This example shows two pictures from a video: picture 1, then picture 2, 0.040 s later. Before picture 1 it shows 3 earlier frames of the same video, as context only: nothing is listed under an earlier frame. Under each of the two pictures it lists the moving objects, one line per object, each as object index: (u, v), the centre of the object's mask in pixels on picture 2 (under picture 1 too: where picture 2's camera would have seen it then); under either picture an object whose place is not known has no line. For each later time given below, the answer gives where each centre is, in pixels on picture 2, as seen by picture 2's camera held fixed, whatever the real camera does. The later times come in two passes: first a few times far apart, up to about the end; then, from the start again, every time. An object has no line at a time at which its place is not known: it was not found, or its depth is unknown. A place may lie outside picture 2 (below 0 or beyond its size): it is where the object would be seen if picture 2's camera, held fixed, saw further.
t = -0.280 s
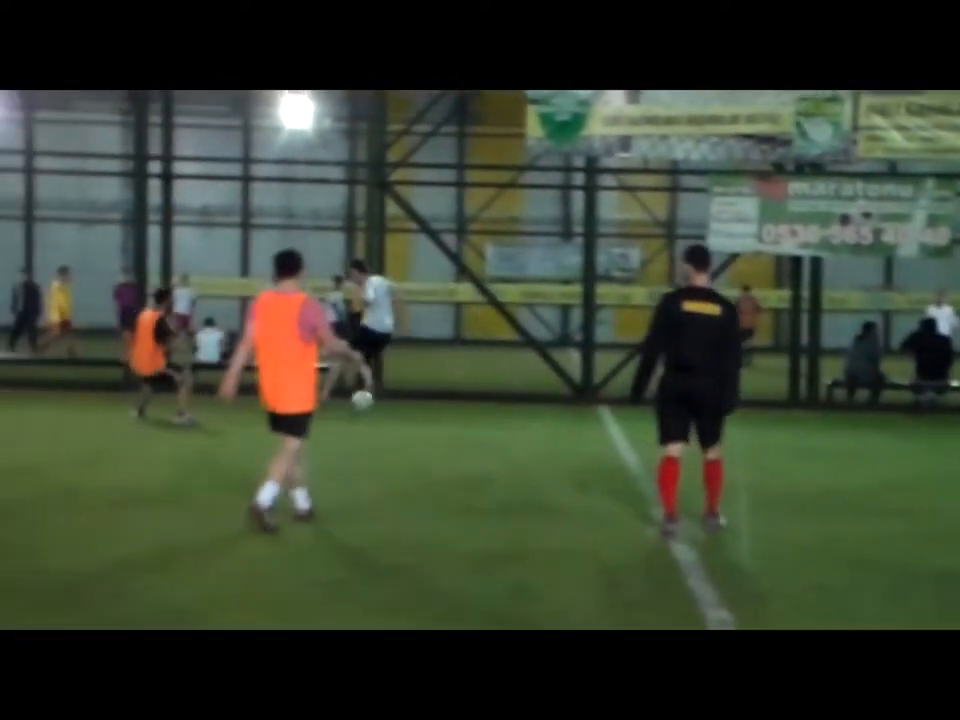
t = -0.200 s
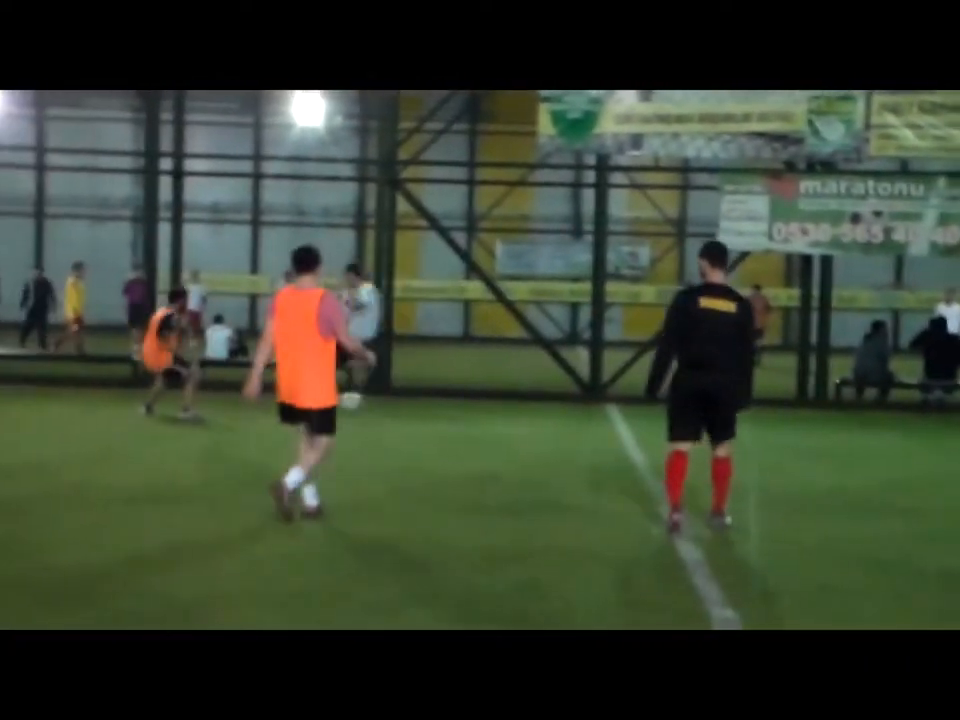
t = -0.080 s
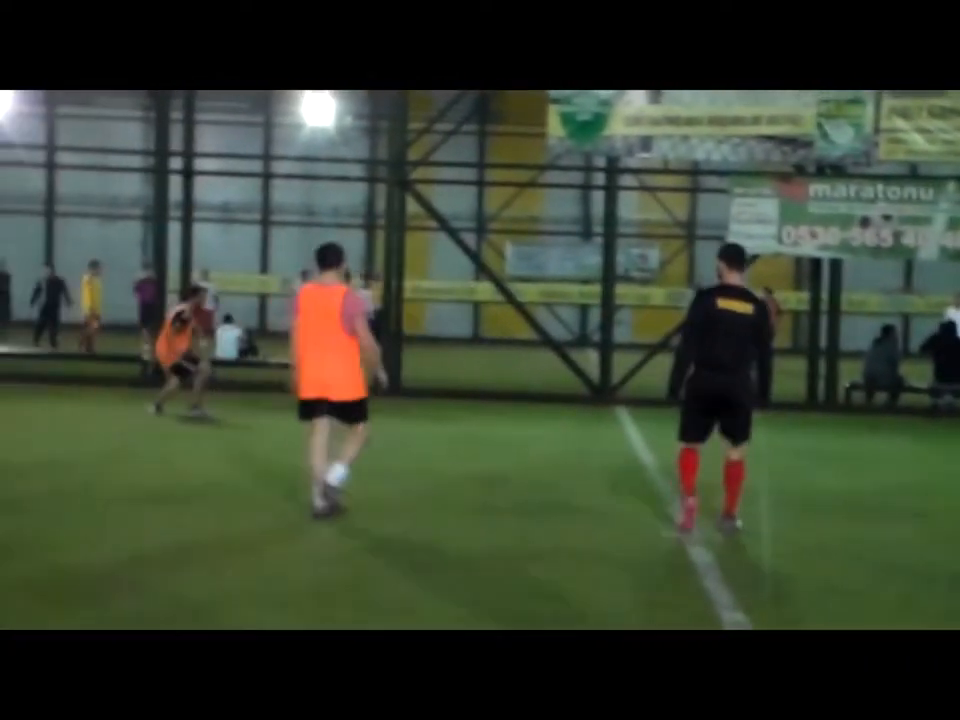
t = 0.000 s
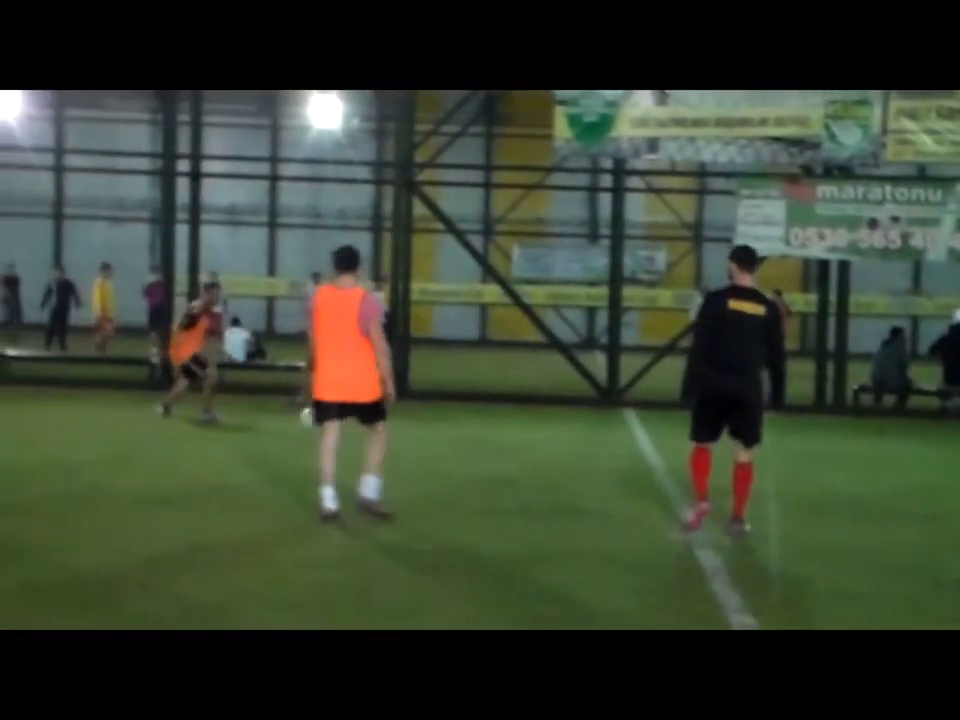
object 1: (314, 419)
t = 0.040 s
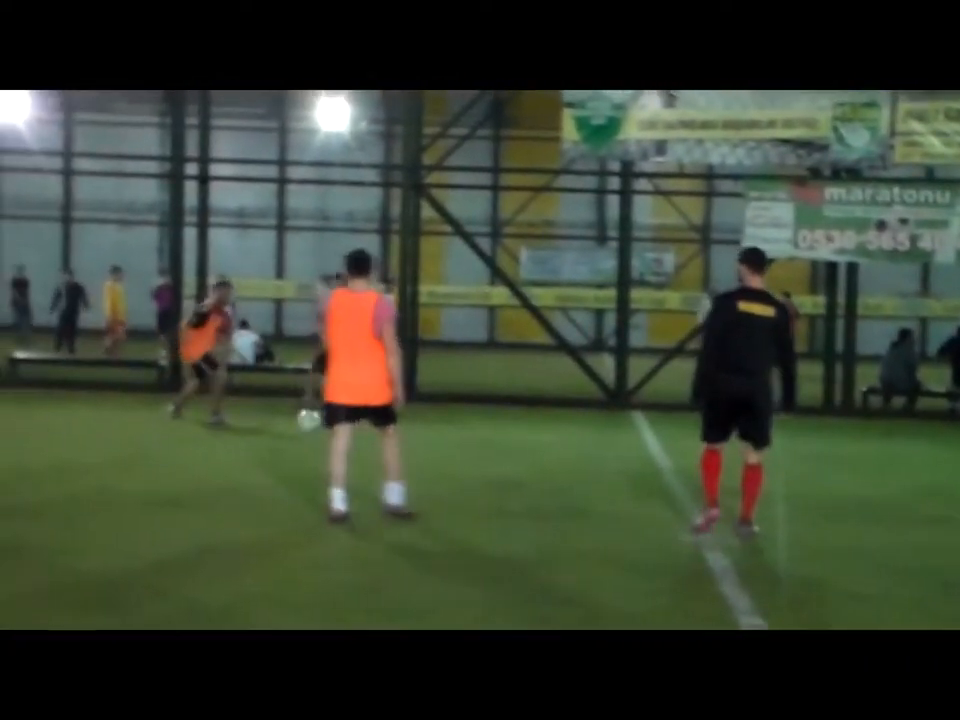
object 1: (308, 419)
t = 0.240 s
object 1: (244, 443)
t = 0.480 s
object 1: (163, 459)
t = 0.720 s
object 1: (78, 467)
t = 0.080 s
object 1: (296, 421)
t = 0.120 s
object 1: (284, 425)
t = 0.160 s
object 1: (270, 432)
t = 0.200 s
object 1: (256, 441)
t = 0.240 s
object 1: (244, 443)
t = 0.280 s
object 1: (231, 441)
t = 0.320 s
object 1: (218, 440)
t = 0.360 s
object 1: (205, 443)
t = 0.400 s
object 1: (192, 446)
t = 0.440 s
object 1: (177, 454)
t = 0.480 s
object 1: (163, 459)
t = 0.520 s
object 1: (150, 458)
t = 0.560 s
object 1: (136, 458)
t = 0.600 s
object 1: (122, 461)
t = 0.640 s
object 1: (108, 467)
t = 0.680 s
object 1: (93, 469)
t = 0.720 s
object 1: (78, 467)
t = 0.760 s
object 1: (64, 468)
